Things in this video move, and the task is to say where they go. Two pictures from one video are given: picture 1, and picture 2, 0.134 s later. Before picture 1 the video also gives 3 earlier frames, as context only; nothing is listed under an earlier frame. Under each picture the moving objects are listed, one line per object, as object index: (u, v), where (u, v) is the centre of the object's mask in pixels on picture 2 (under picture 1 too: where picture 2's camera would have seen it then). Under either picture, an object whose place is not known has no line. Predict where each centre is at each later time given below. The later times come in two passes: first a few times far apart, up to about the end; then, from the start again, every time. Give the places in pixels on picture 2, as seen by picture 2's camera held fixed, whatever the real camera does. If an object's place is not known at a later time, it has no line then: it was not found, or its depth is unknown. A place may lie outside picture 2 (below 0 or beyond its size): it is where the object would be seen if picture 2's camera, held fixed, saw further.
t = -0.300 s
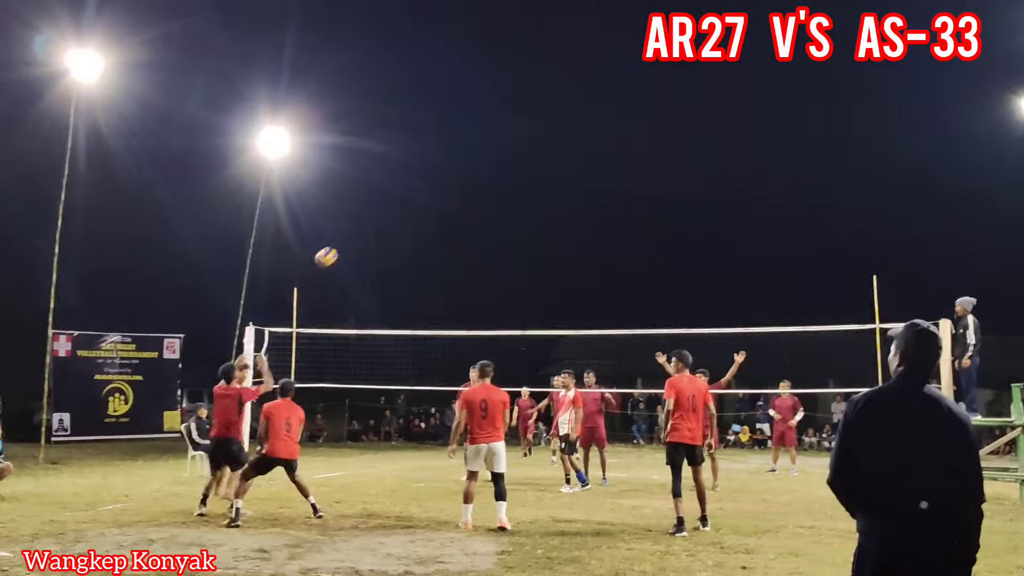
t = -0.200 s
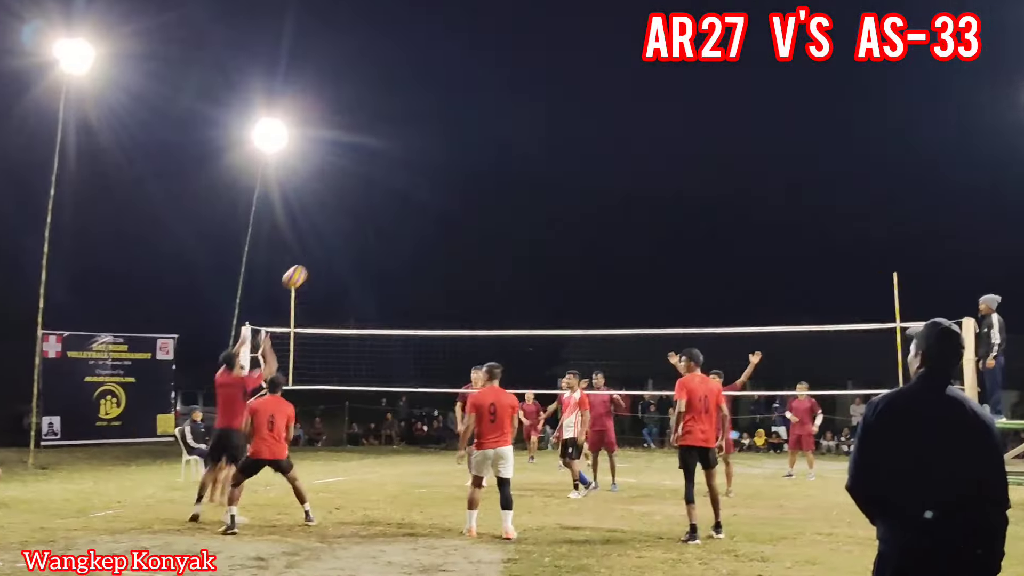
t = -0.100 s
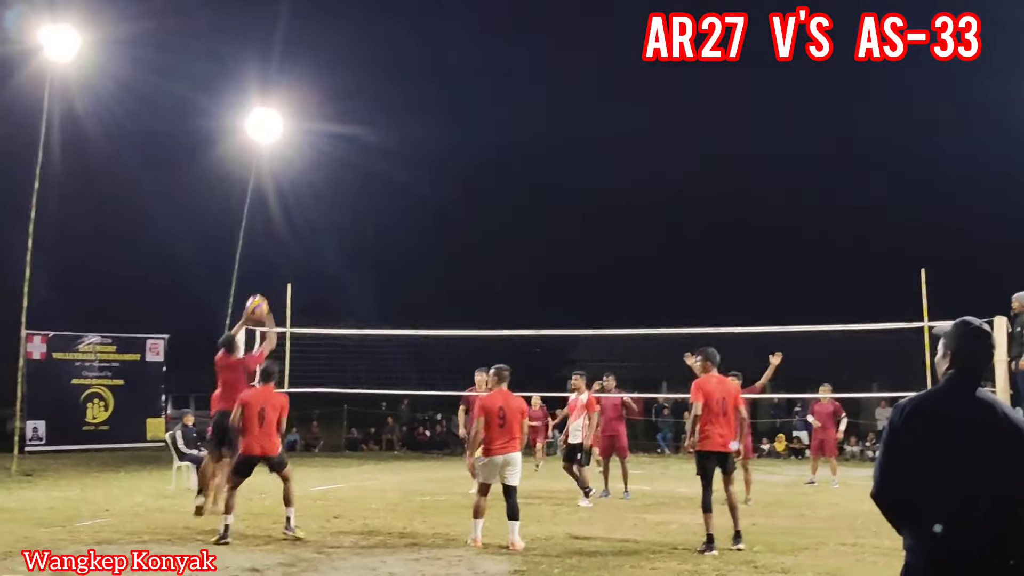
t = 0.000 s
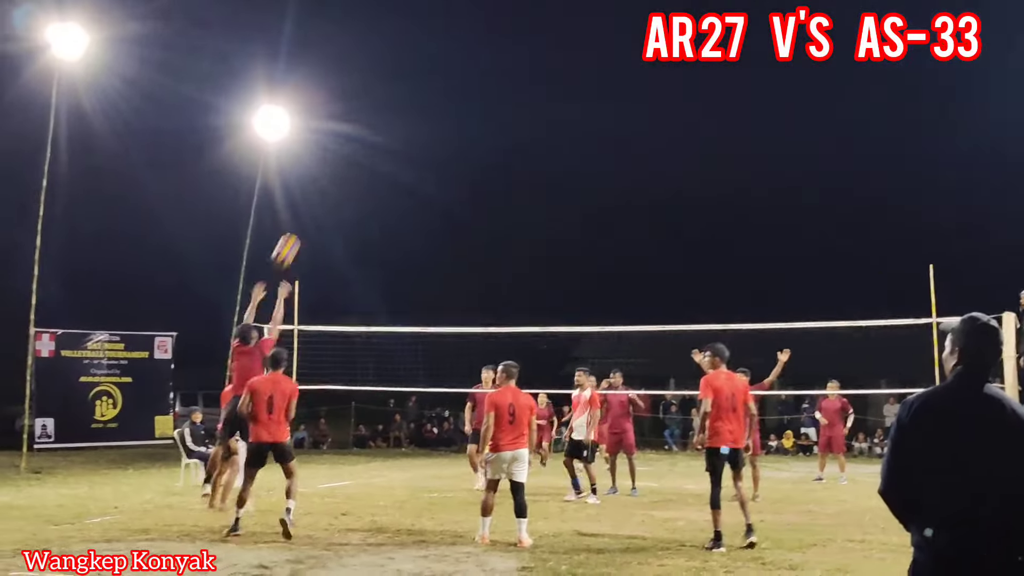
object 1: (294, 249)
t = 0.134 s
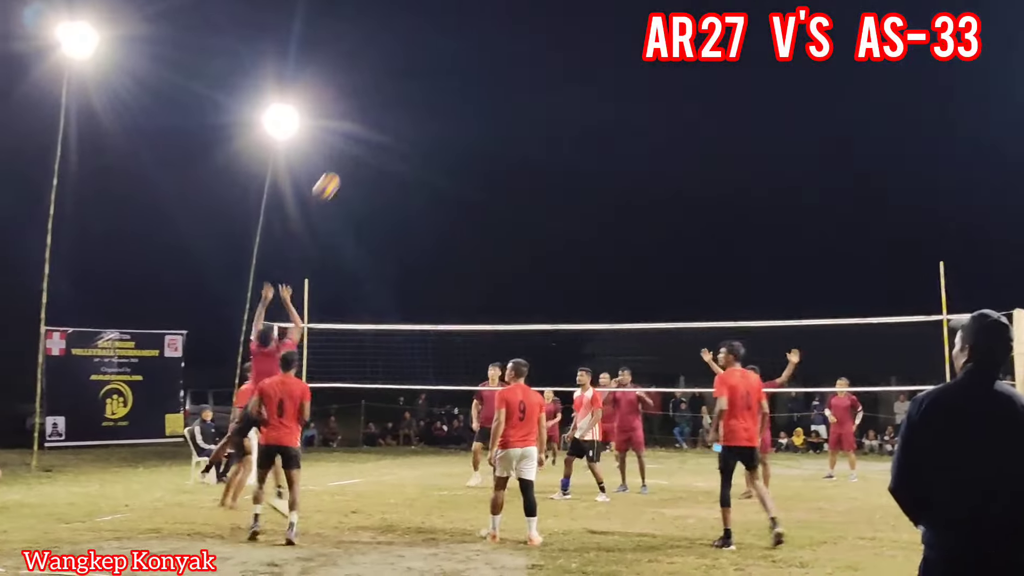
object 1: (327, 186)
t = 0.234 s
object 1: (351, 152)
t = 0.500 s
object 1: (408, 110)
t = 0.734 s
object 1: (450, 123)
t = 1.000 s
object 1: (491, 188)
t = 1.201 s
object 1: (518, 267)
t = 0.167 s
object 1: (335, 174)
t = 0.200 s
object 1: (343, 162)
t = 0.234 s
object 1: (351, 152)
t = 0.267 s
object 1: (359, 144)
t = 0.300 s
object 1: (367, 136)
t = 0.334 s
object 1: (374, 129)
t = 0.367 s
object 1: (381, 123)
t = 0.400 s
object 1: (388, 118)
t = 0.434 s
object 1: (395, 114)
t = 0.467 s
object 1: (402, 111)
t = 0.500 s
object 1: (408, 110)
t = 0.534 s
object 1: (415, 109)
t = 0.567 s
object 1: (421, 109)
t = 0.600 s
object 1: (427, 110)
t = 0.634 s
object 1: (433, 112)
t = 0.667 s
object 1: (439, 115)
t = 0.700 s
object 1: (444, 119)
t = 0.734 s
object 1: (450, 123)
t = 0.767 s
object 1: (456, 128)
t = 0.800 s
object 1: (461, 134)
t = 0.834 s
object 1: (466, 141)
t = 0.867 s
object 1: (471, 150)
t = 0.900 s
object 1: (476, 158)
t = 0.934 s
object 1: (481, 167)
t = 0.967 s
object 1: (486, 178)
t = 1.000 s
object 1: (491, 188)
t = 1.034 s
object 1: (496, 200)
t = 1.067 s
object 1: (501, 212)
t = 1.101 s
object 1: (505, 225)
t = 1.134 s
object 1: (510, 238)
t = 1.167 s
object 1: (514, 252)
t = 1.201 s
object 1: (518, 267)
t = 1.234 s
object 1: (523, 283)
